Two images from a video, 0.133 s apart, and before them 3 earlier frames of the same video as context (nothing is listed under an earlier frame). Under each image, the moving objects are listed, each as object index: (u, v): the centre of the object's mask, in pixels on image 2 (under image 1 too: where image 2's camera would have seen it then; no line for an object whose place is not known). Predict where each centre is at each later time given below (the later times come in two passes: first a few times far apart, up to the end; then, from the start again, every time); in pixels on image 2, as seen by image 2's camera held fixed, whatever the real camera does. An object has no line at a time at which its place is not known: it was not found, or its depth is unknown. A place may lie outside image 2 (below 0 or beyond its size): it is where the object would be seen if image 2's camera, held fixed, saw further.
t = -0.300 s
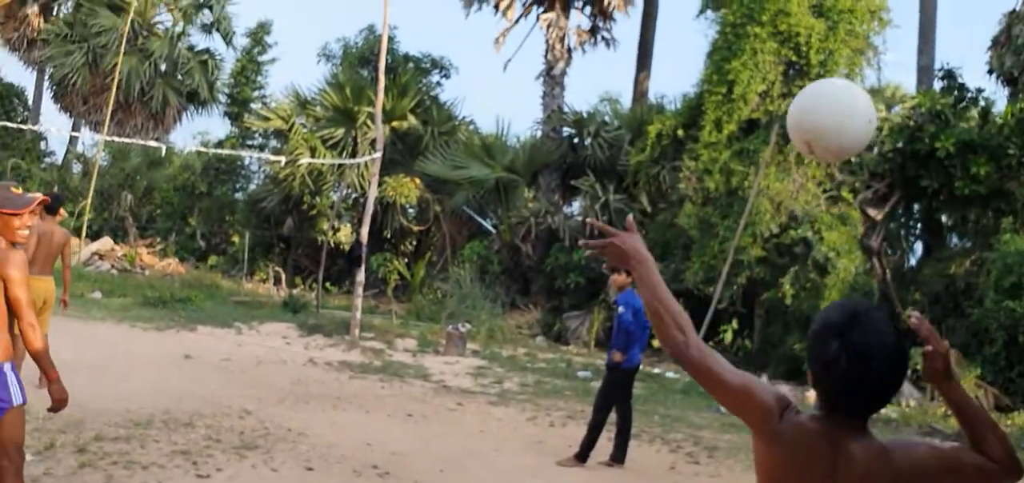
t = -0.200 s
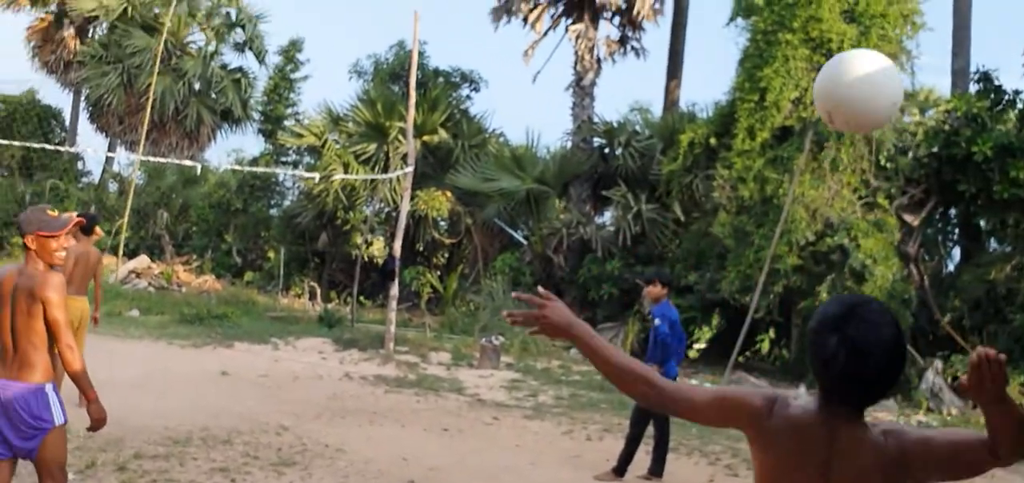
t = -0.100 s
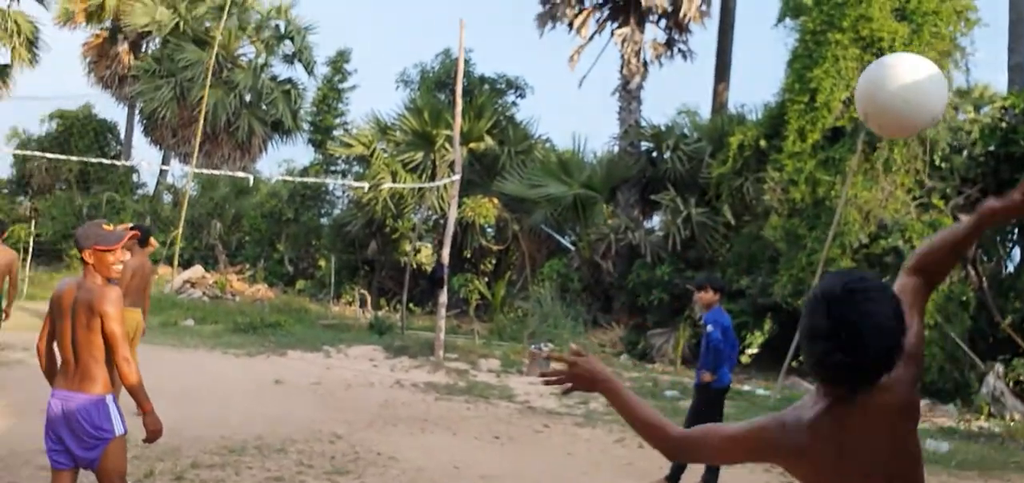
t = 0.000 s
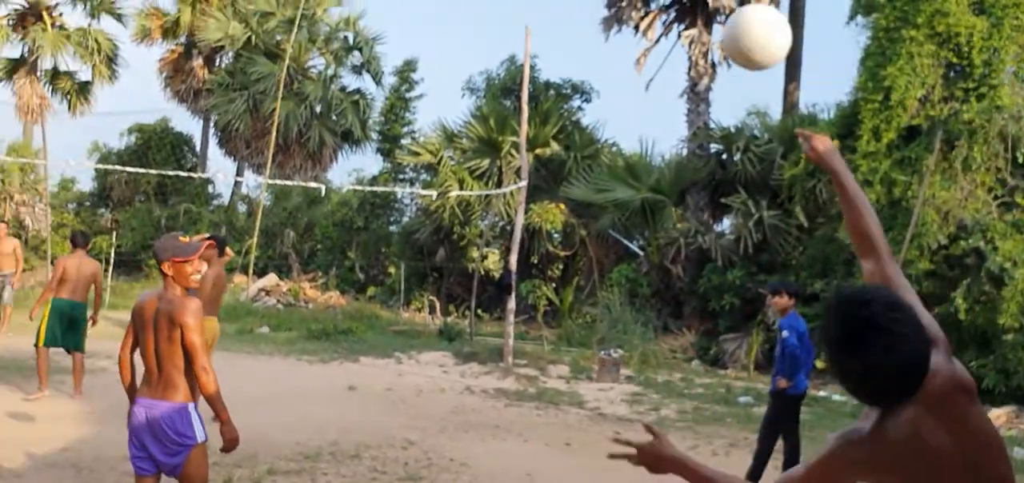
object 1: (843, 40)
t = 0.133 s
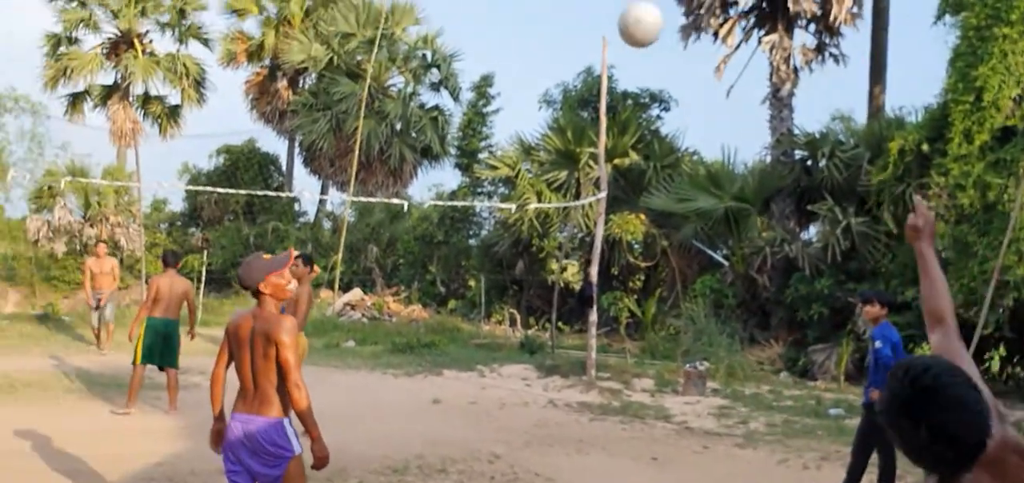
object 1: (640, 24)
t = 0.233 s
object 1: (557, 37)
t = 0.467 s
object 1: (444, 93)
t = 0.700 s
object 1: (376, 173)
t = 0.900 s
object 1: (331, 251)
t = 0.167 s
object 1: (608, 28)
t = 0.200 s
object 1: (581, 32)
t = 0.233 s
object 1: (557, 37)
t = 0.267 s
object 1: (535, 43)
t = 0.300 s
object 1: (516, 51)
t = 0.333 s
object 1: (498, 58)
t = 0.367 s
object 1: (482, 65)
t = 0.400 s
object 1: (468, 74)
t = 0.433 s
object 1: (455, 84)
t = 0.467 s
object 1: (444, 93)
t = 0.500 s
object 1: (432, 104)
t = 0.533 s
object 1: (421, 115)
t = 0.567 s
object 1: (411, 126)
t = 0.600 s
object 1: (402, 137)
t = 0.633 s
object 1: (393, 149)
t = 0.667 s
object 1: (384, 161)
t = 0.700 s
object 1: (376, 173)
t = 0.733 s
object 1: (368, 186)
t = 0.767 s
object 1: (360, 198)
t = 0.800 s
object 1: (354, 211)
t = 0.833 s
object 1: (346, 224)
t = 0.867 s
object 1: (338, 237)
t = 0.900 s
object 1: (331, 251)
